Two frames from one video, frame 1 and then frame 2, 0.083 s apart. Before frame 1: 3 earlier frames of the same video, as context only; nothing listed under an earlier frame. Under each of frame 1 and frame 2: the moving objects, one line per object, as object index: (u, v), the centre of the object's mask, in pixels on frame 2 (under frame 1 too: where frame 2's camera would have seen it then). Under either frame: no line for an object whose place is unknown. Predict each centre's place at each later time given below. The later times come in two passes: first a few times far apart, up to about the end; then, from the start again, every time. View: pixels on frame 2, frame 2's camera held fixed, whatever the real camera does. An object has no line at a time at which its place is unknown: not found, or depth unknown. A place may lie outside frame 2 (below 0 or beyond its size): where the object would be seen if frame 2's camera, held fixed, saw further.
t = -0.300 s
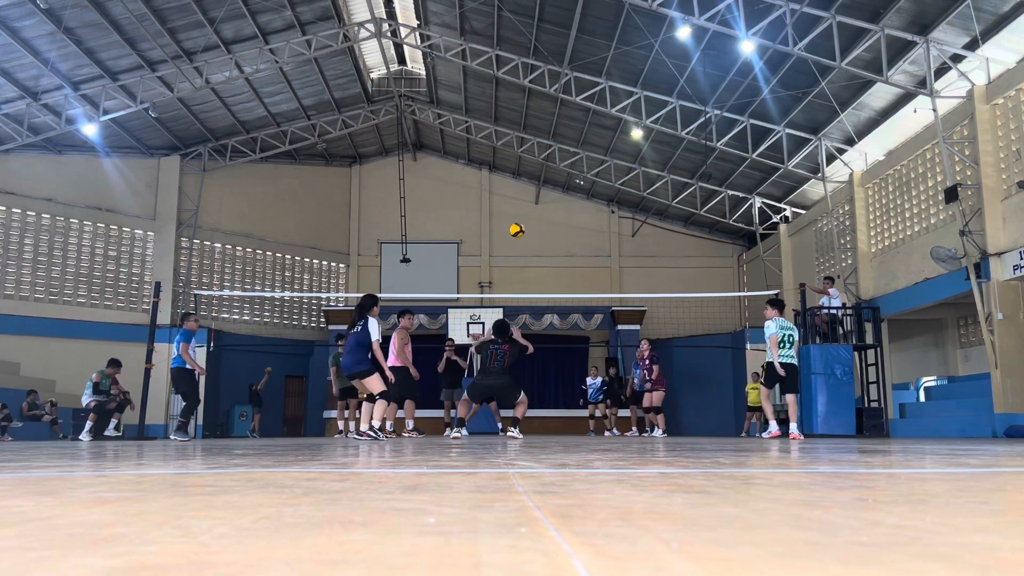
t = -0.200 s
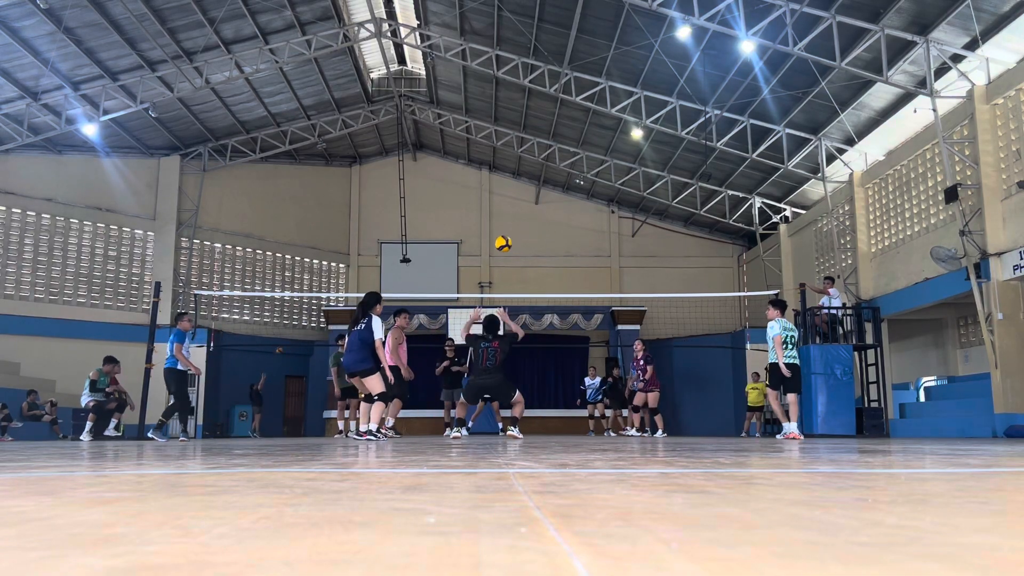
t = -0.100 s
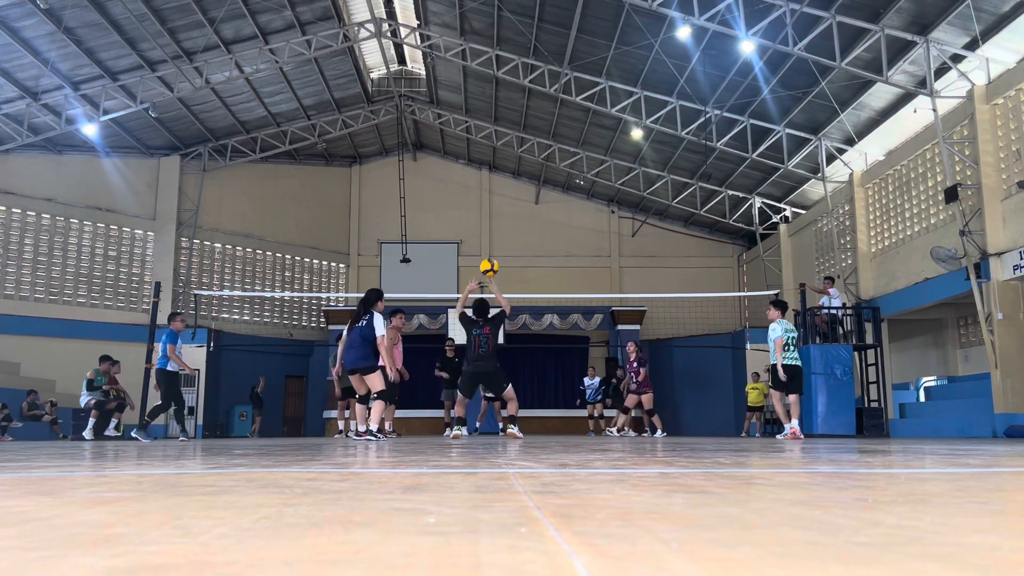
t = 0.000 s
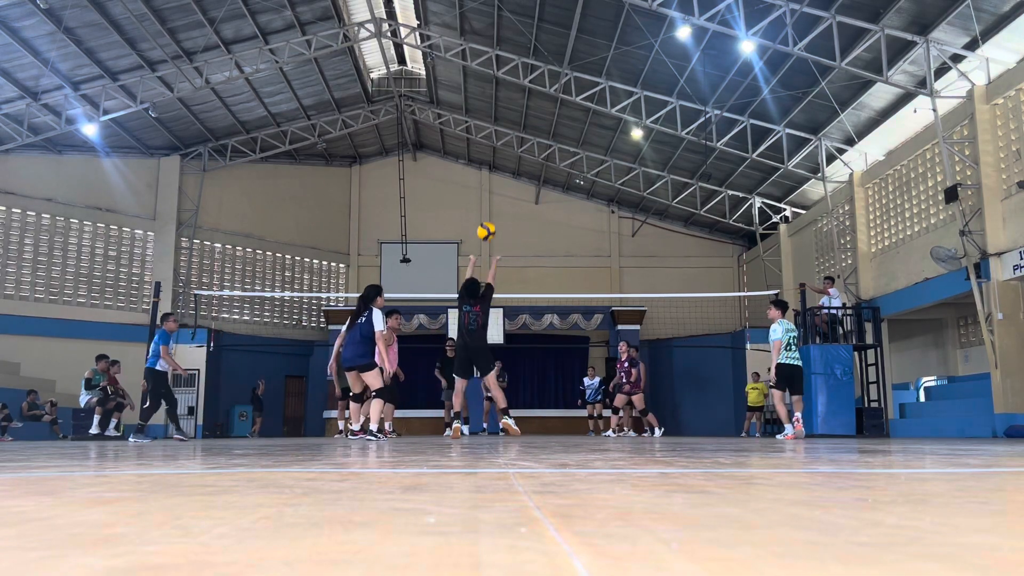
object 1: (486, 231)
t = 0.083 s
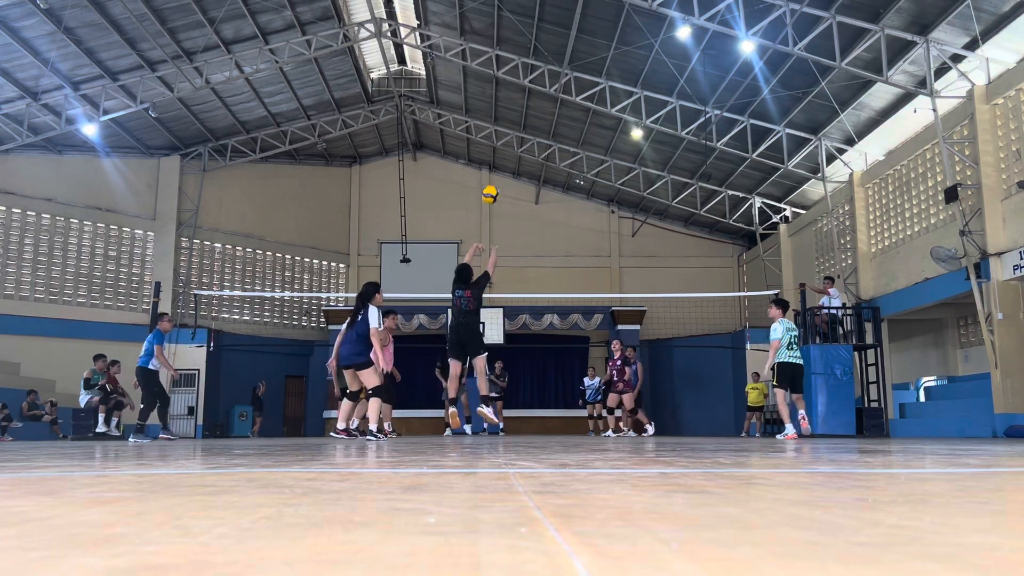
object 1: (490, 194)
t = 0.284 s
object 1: (498, 136)
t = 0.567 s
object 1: (507, 111)
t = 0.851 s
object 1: (515, 144)
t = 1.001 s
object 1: (519, 183)
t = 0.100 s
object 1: (491, 188)
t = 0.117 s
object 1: (491, 182)
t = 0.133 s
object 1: (493, 176)
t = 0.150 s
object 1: (493, 170)
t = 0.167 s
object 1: (494, 165)
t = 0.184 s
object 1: (495, 160)
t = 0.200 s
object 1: (495, 155)
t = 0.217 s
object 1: (495, 150)
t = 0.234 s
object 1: (496, 147)
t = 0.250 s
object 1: (497, 143)
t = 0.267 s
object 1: (497, 139)
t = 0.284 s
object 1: (498, 136)
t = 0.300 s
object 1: (498, 132)
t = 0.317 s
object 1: (499, 130)
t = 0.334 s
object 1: (500, 127)
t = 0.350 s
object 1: (500, 124)
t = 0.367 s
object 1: (500, 122)
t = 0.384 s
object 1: (501, 120)
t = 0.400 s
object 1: (502, 118)
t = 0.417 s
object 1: (502, 117)
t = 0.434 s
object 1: (503, 115)
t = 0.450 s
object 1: (503, 114)
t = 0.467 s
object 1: (504, 113)
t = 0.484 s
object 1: (504, 112)
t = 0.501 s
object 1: (505, 112)
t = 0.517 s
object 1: (505, 111)
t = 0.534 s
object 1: (506, 111)
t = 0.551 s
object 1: (506, 111)
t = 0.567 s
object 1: (507, 111)
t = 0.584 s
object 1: (507, 112)
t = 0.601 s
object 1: (508, 112)
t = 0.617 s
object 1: (508, 113)
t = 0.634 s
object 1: (509, 114)
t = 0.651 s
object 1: (509, 116)
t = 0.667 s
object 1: (510, 117)
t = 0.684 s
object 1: (510, 119)
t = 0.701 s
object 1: (511, 120)
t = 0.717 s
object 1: (512, 123)
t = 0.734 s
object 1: (512, 124)
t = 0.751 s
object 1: (512, 127)
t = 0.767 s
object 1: (513, 129)
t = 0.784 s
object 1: (514, 132)
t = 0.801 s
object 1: (514, 135)
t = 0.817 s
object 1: (514, 138)
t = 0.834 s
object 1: (515, 141)
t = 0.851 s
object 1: (515, 144)
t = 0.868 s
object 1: (516, 148)
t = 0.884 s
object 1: (517, 152)
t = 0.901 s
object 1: (517, 156)
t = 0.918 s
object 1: (517, 161)
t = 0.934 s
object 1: (518, 165)
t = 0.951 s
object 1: (518, 169)
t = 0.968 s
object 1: (519, 173)
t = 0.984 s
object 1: (519, 178)
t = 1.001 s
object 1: (519, 183)
